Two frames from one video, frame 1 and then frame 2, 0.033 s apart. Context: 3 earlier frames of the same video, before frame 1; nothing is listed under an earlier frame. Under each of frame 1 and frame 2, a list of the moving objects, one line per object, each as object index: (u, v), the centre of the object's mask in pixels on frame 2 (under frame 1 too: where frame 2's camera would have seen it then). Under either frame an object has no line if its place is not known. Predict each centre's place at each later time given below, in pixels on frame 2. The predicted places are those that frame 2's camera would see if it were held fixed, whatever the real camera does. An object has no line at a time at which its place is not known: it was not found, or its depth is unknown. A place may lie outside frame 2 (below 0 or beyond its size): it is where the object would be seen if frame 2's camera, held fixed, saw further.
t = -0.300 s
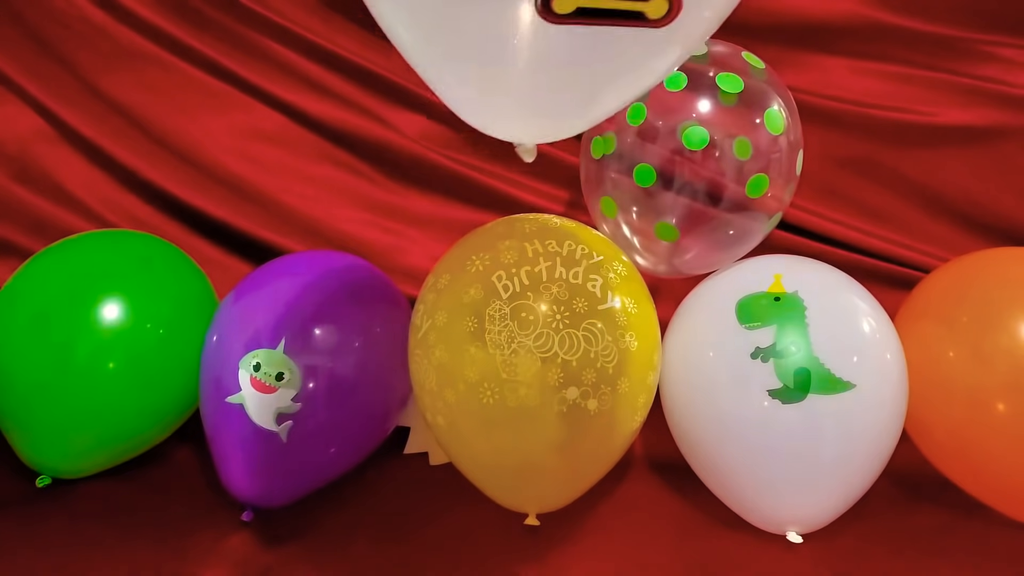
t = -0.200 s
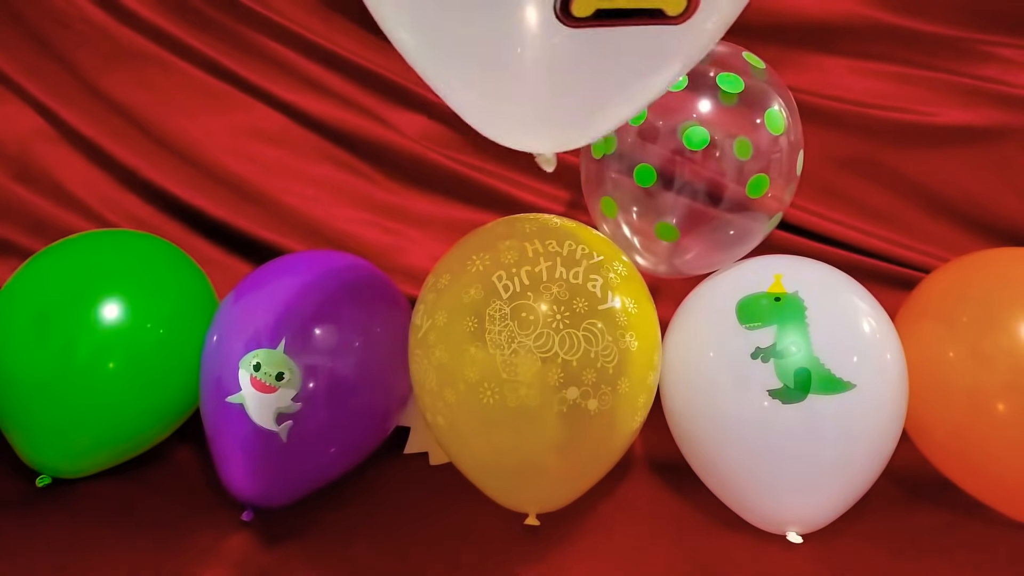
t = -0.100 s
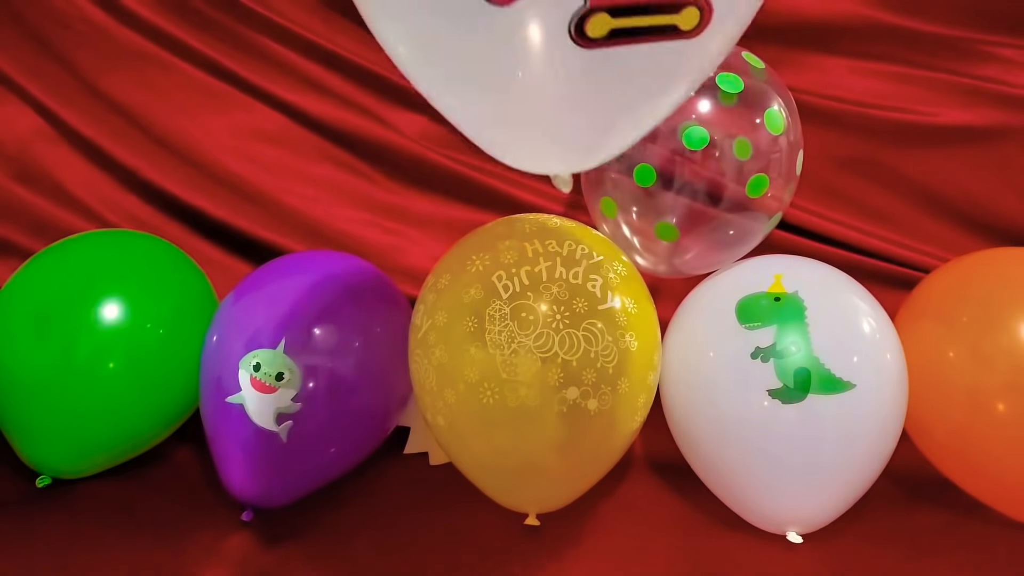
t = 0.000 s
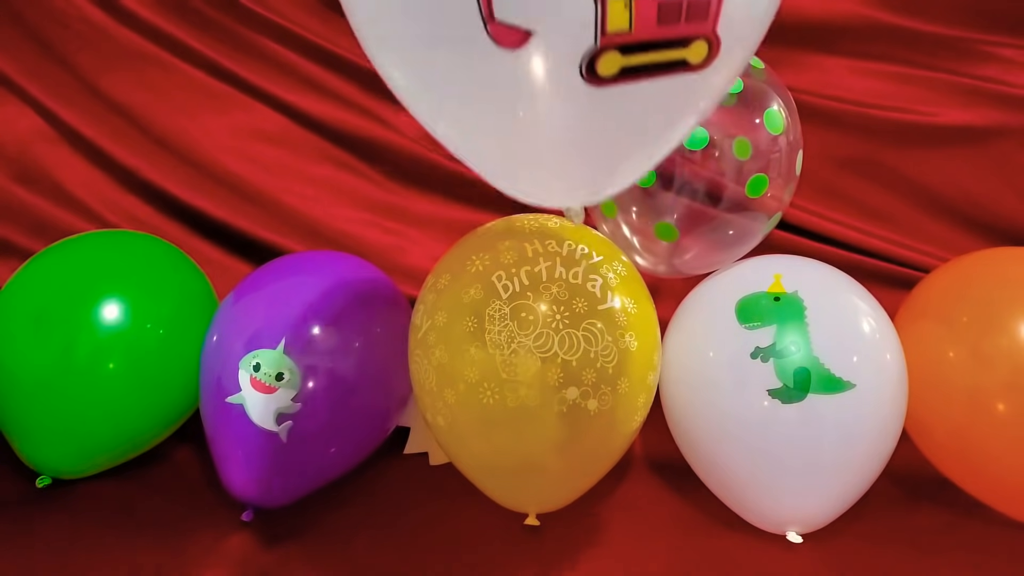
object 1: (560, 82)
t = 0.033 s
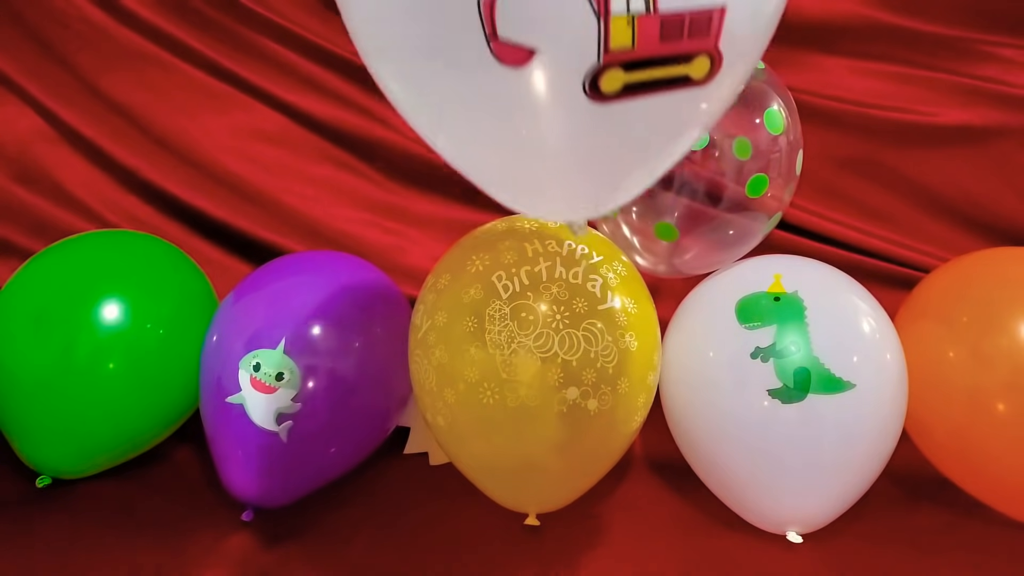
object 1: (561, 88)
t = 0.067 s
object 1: (563, 94)
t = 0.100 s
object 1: (564, 101)
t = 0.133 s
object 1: (564, 109)
